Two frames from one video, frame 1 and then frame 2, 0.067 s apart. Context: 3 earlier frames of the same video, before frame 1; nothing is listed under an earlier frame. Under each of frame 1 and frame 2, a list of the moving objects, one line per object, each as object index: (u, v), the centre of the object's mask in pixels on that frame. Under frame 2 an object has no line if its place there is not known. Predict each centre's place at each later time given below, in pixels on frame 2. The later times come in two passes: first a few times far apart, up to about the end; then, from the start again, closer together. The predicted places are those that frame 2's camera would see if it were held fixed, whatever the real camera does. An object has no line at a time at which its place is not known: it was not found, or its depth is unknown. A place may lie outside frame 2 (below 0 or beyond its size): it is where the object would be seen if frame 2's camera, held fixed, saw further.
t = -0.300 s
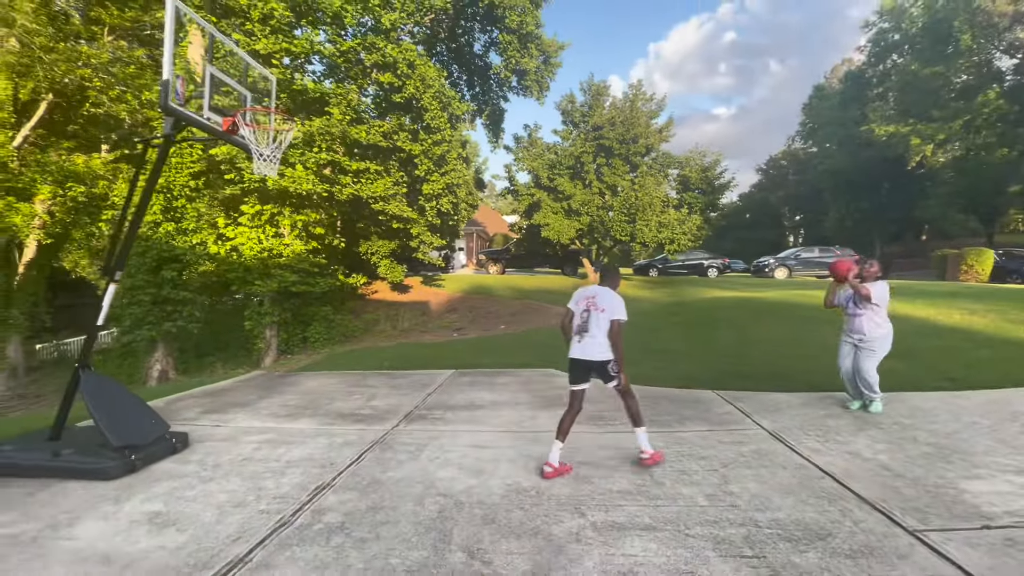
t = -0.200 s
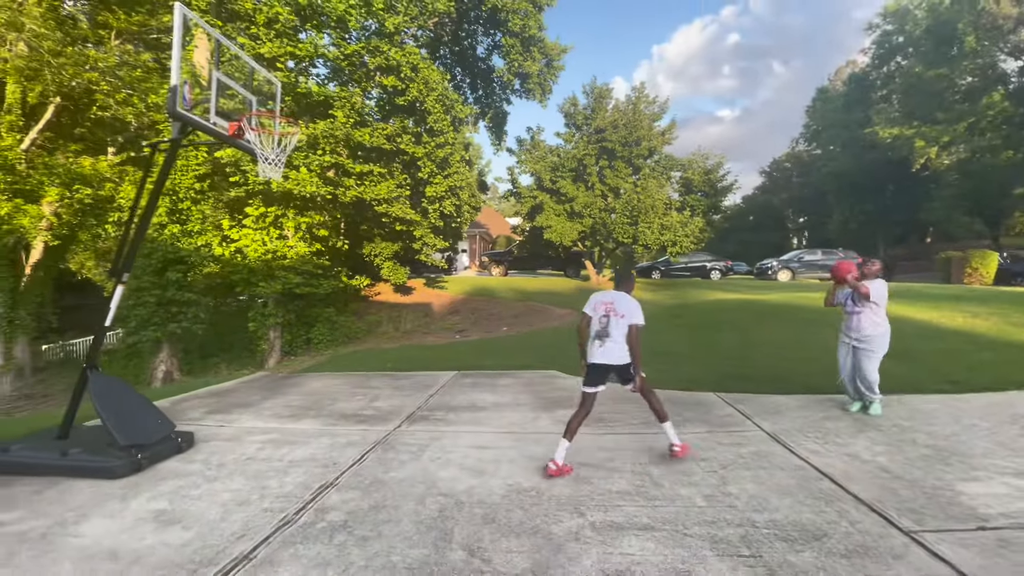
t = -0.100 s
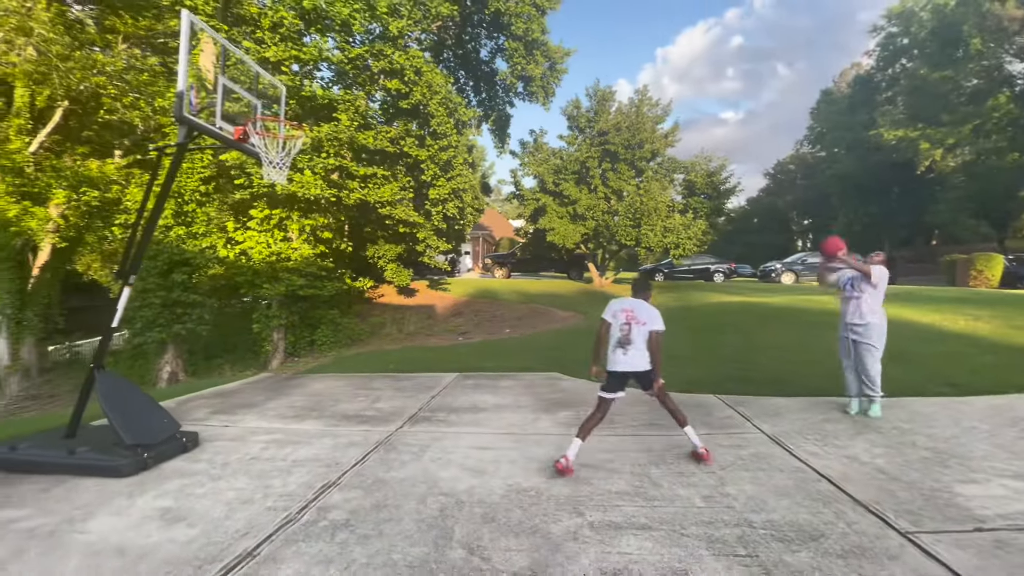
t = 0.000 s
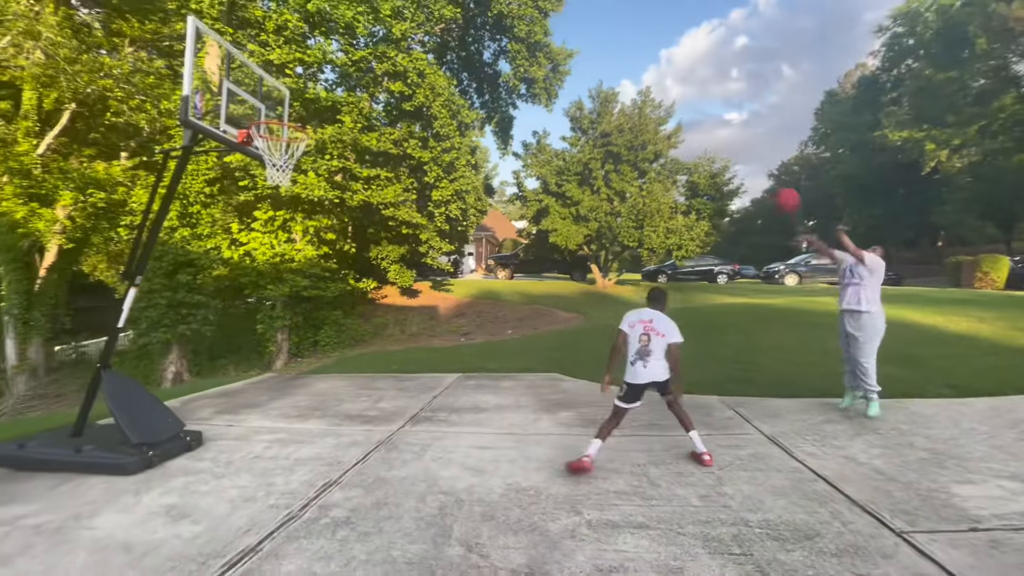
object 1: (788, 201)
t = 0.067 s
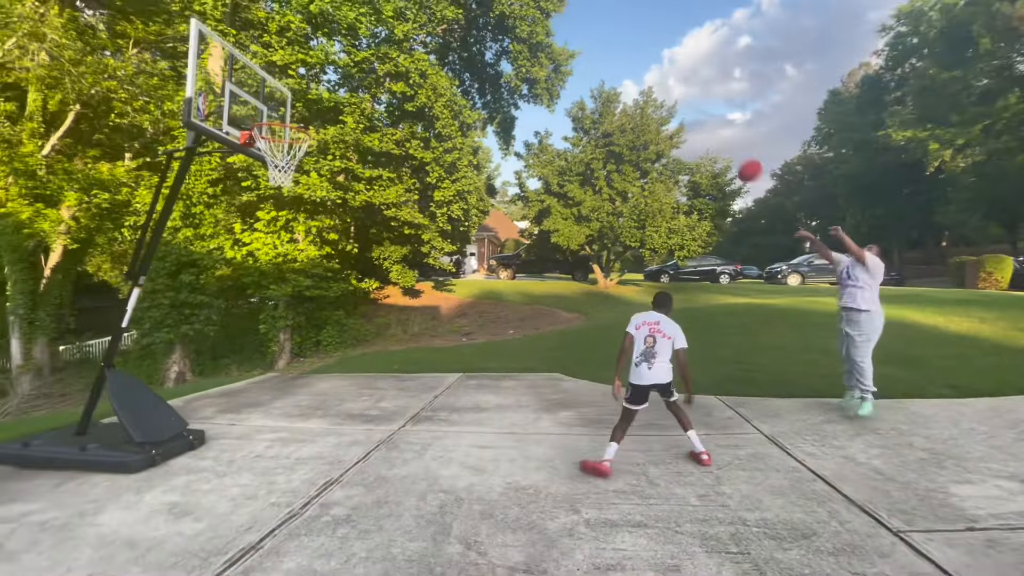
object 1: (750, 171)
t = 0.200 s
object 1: (673, 122)
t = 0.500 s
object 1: (482, 78)
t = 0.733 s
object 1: (326, 104)
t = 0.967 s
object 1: (300, 115)
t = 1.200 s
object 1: (357, 96)
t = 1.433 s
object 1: (409, 132)
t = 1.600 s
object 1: (442, 188)
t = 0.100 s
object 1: (731, 157)
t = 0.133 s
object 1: (713, 144)
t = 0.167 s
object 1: (692, 131)
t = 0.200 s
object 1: (673, 122)
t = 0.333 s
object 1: (589, 90)
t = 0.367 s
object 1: (567, 86)
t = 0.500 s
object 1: (482, 78)
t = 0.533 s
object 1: (462, 77)
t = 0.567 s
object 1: (438, 78)
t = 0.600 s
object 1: (417, 80)
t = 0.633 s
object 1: (395, 85)
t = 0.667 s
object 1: (373, 89)
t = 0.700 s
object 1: (349, 95)
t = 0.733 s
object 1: (326, 104)
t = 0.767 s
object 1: (305, 110)
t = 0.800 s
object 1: (280, 118)
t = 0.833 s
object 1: (266, 129)
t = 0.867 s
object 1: (273, 133)
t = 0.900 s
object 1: (280, 130)
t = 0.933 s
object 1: (291, 121)
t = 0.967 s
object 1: (300, 115)
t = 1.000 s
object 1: (307, 108)
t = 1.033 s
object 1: (316, 103)
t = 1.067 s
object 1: (324, 100)
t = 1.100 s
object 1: (333, 97)
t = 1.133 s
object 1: (340, 95)
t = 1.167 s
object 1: (349, 95)
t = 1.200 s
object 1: (357, 96)
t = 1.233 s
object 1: (365, 98)
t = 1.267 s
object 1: (372, 101)
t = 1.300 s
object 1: (380, 105)
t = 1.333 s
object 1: (387, 110)
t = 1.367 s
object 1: (394, 117)
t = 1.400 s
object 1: (402, 124)
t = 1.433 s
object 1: (409, 132)
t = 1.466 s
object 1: (417, 140)
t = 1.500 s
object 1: (421, 152)
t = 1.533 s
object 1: (429, 163)
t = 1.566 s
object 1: (435, 174)
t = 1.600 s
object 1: (442, 188)
